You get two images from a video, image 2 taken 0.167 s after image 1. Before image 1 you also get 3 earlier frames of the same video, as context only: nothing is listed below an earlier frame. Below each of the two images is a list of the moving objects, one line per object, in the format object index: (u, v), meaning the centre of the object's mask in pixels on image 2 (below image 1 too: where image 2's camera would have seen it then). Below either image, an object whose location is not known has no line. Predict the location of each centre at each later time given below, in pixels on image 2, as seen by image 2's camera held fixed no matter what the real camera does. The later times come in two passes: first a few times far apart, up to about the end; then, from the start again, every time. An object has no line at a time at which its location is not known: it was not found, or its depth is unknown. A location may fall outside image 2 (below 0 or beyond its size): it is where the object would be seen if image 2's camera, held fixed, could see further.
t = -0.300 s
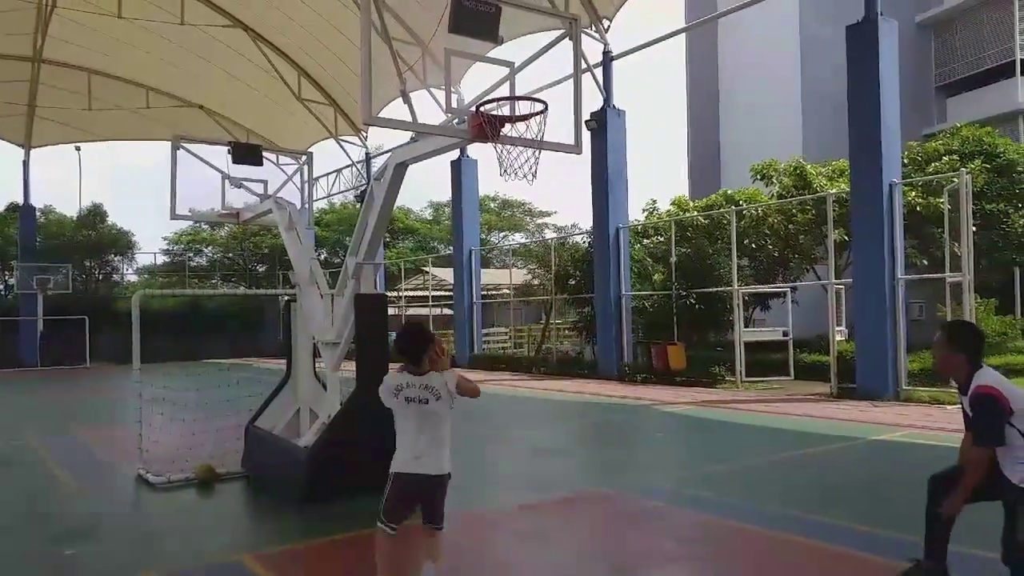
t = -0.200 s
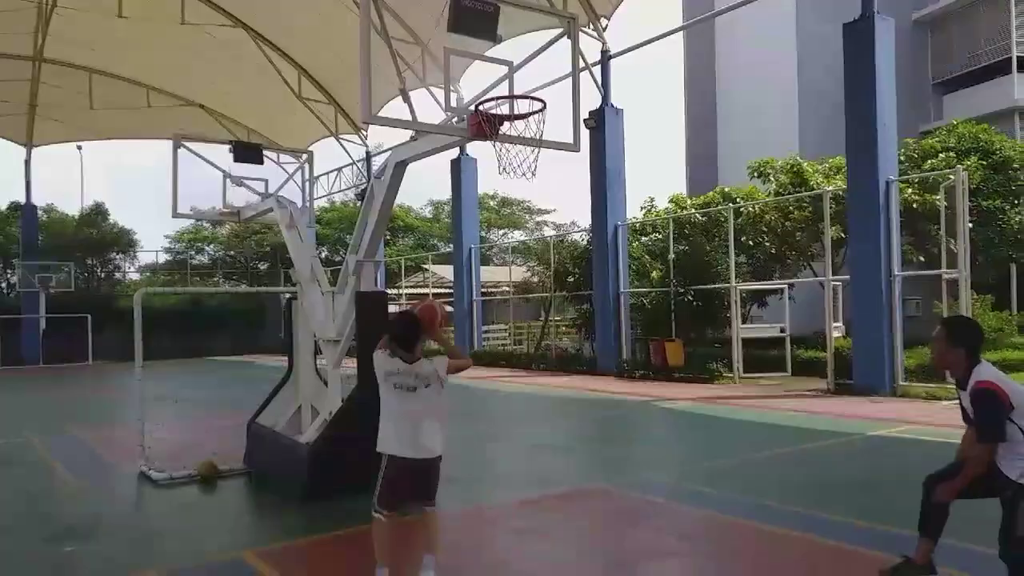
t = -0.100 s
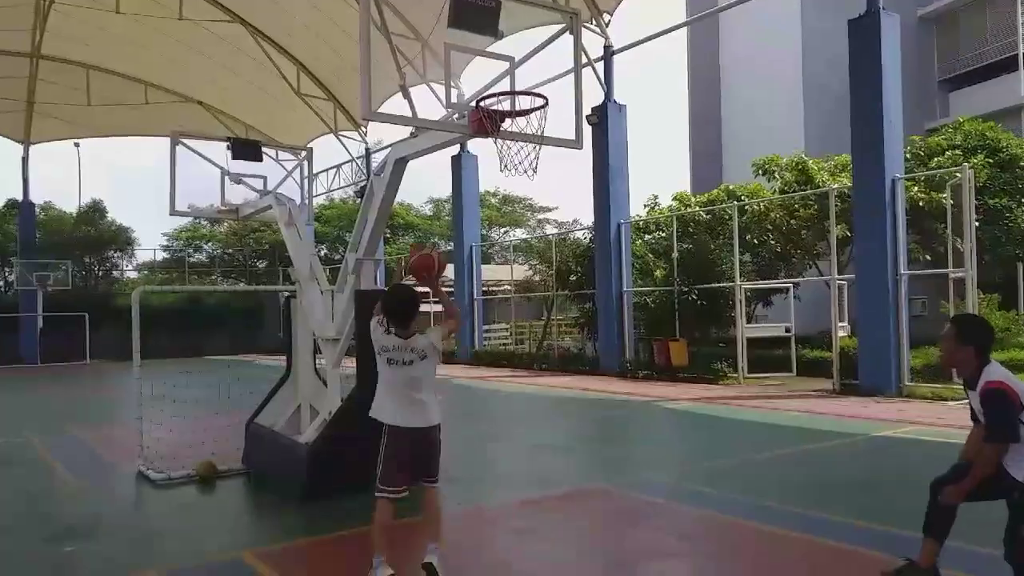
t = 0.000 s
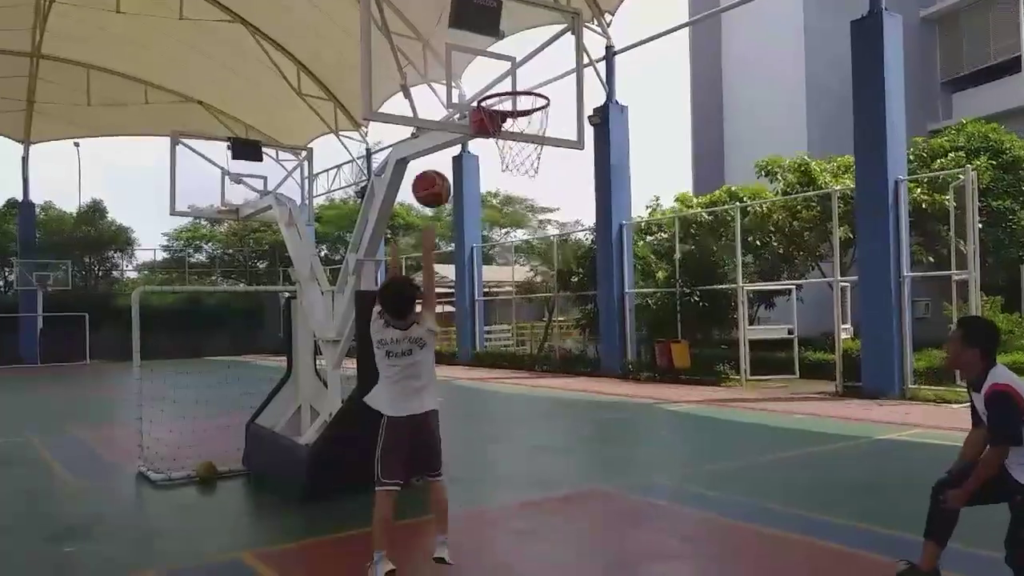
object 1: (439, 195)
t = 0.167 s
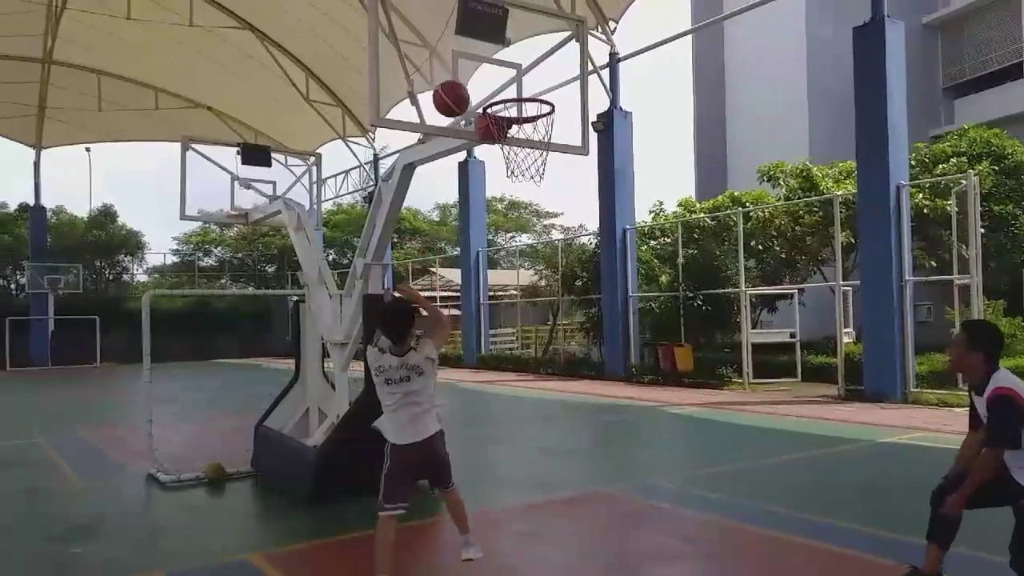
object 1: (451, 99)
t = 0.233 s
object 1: (456, 73)
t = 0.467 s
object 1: (490, 56)
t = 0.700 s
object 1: (529, 124)
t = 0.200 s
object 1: (452, 85)
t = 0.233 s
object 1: (456, 73)
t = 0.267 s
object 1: (460, 63)
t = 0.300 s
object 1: (463, 55)
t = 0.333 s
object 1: (467, 52)
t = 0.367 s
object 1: (472, 51)
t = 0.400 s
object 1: (477, 51)
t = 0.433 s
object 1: (484, 52)
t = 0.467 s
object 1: (490, 56)
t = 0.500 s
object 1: (495, 61)
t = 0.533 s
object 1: (500, 67)
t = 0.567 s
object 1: (506, 75)
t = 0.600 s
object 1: (512, 84)
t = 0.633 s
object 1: (519, 95)
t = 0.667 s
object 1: (523, 109)
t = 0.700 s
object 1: (529, 124)
